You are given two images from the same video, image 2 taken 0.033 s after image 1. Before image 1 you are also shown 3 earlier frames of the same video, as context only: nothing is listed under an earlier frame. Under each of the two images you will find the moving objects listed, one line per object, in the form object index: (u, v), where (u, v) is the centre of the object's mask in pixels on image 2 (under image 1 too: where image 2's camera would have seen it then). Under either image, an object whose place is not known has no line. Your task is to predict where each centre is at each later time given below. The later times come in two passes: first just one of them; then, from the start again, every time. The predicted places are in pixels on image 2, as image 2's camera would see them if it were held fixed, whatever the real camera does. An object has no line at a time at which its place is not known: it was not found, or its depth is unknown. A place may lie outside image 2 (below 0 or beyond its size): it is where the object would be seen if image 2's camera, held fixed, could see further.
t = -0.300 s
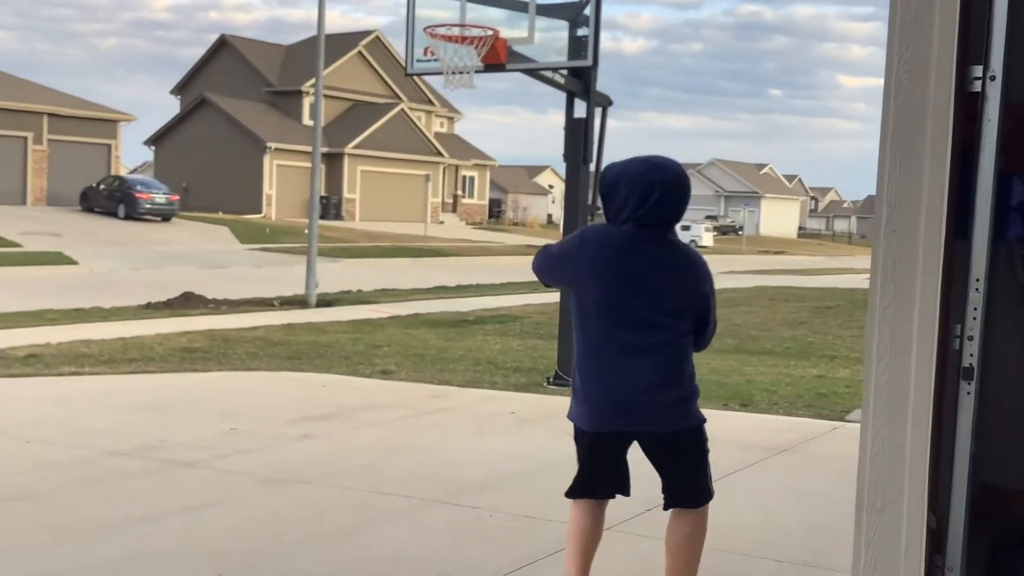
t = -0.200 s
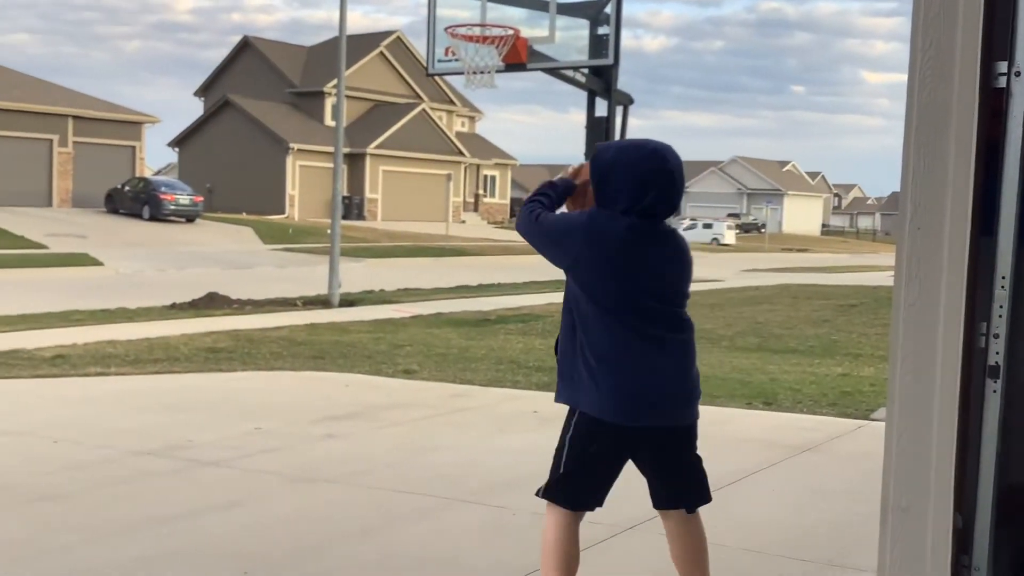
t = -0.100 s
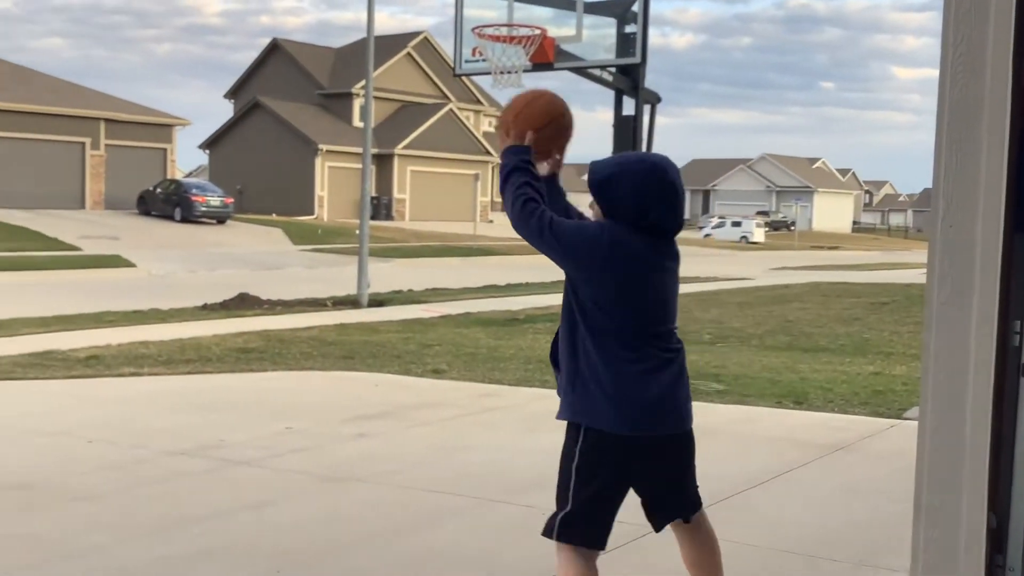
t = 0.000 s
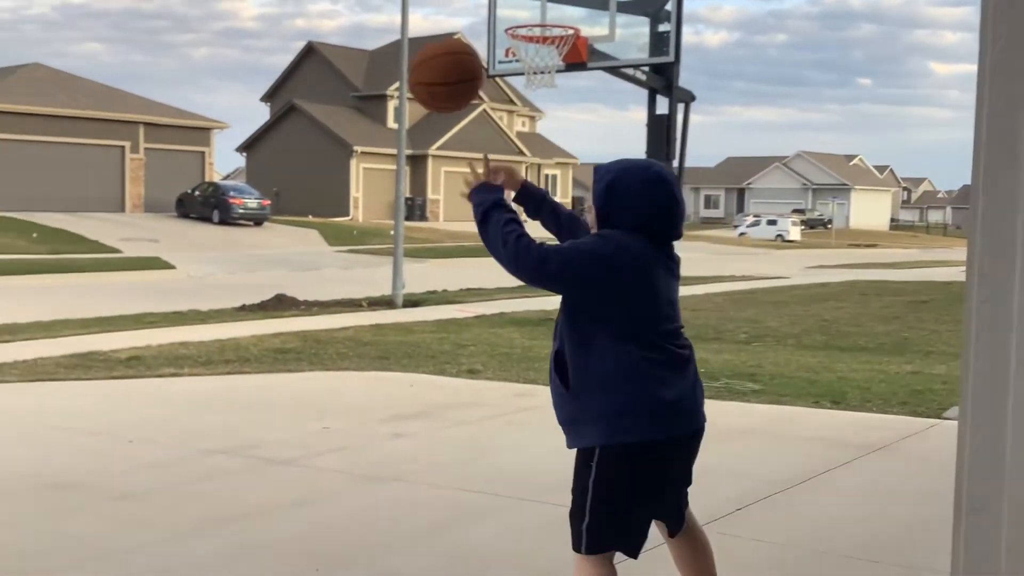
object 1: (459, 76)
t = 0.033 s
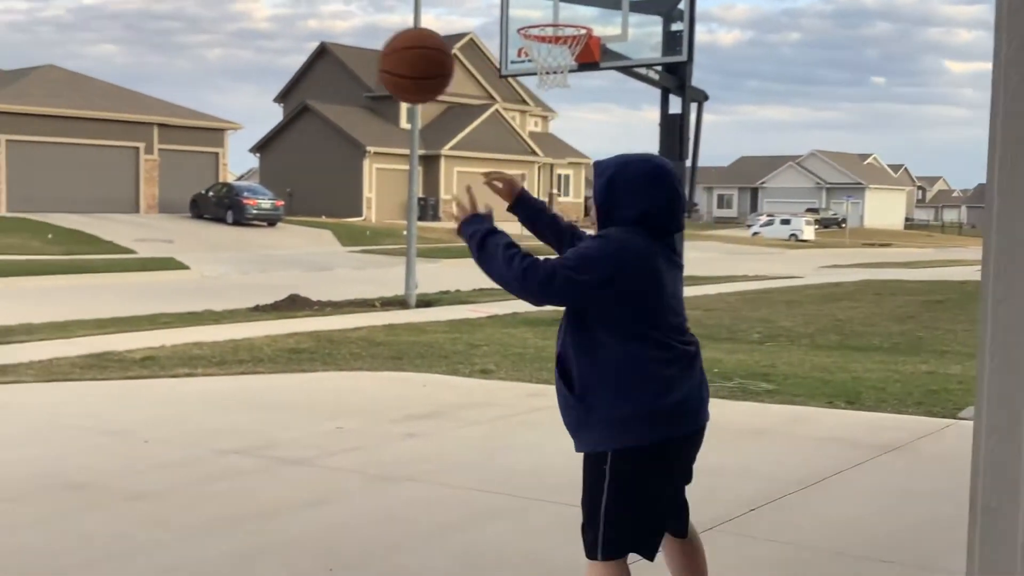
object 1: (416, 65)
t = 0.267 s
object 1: (121, 103)
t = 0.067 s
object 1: (375, 59)
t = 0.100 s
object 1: (333, 57)
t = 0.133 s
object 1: (290, 59)
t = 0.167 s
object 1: (248, 64)
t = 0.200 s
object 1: (205, 73)
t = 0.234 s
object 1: (163, 86)
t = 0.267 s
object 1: (121, 103)
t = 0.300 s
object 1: (81, 126)
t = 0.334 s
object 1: (40, 151)
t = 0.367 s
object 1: (-2, 180)
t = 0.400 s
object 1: (-43, 212)
